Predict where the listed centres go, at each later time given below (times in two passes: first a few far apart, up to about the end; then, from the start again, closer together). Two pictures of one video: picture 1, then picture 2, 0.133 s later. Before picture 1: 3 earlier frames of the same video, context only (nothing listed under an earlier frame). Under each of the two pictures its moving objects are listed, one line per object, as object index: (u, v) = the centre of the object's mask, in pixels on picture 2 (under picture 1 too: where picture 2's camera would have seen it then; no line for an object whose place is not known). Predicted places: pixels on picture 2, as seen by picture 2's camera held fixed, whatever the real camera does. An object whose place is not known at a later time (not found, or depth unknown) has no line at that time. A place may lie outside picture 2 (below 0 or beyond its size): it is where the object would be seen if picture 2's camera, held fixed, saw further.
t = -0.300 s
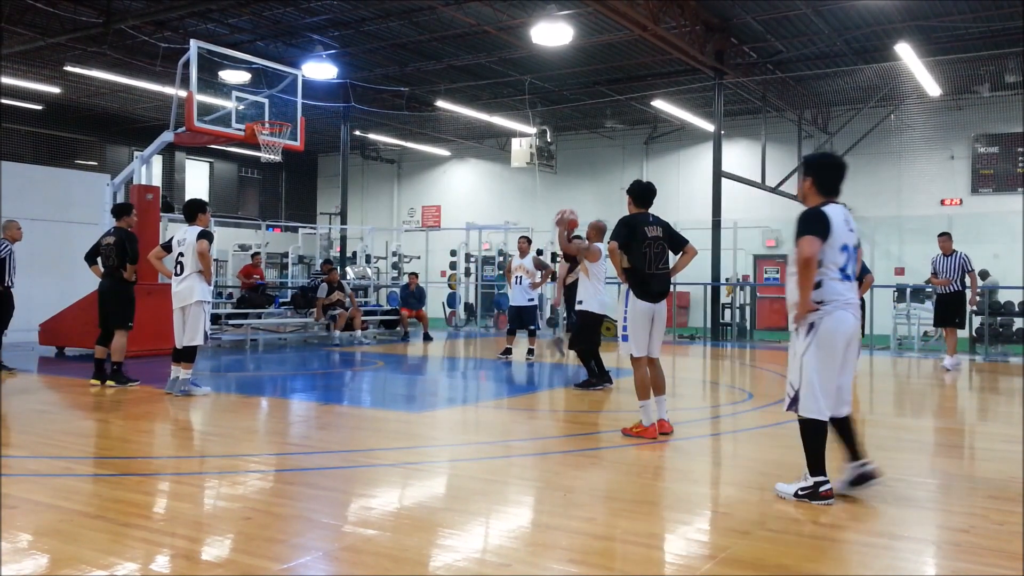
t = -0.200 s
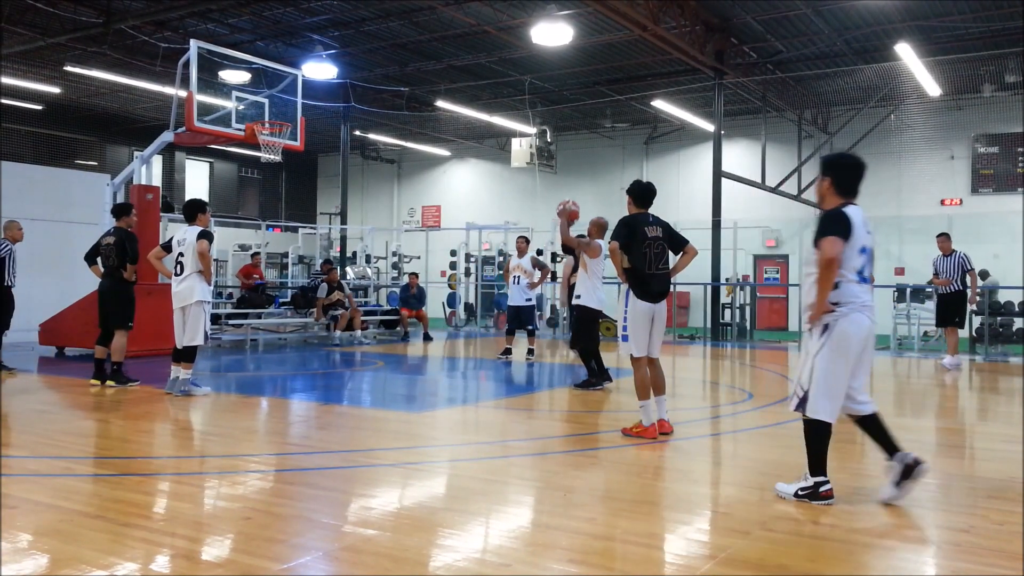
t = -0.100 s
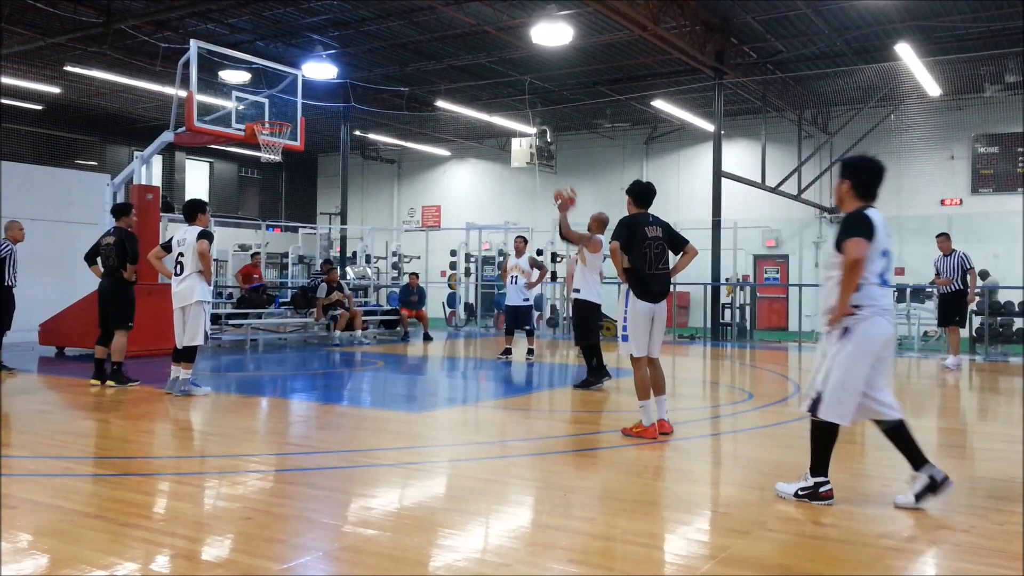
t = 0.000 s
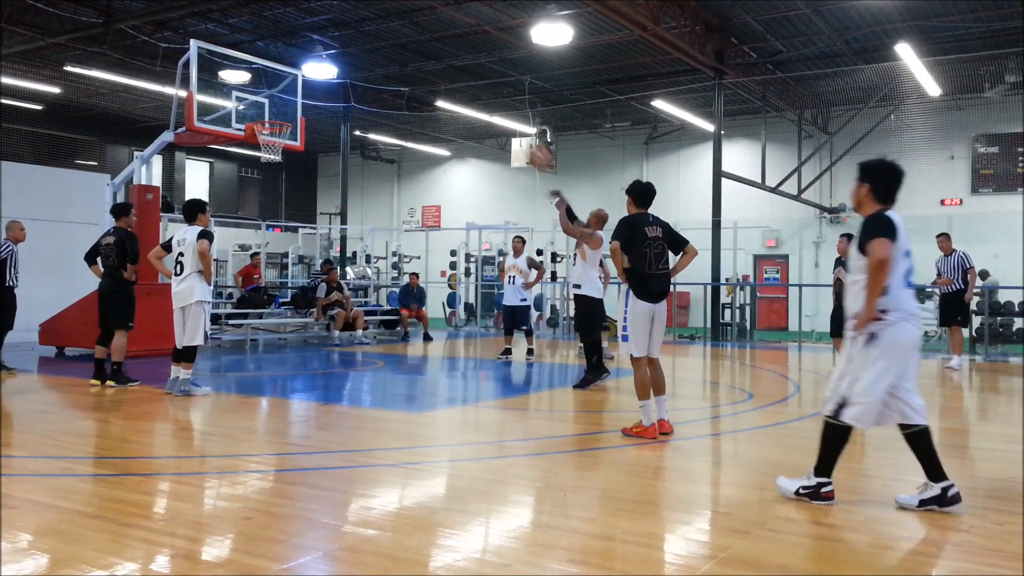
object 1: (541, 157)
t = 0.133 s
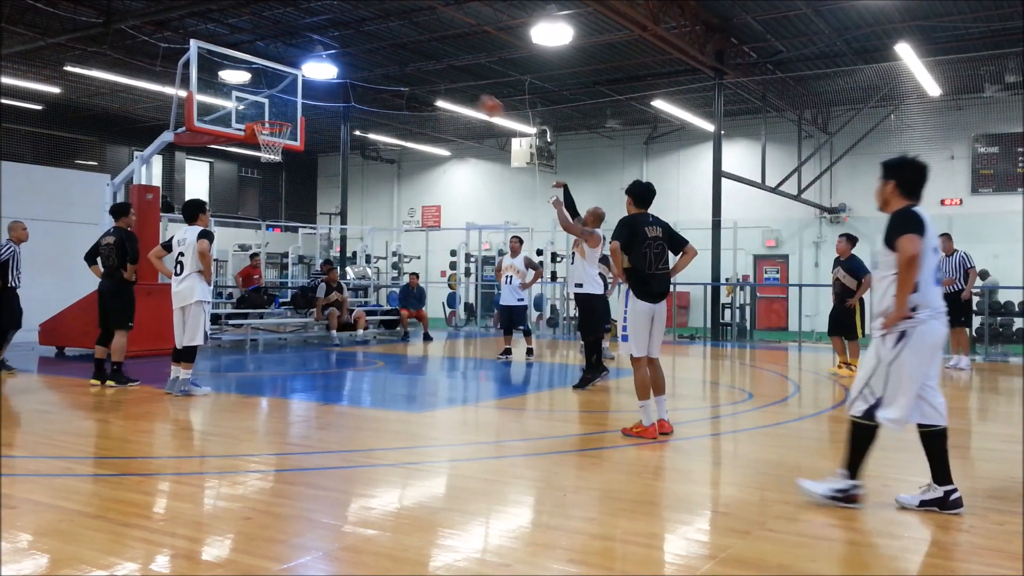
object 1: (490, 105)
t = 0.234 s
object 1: (456, 84)
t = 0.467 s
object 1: (384, 61)
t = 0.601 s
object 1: (347, 67)
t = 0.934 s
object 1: (269, 135)
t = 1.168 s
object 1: (279, 139)
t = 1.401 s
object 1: (290, 164)
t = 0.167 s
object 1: (480, 98)
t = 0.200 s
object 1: (467, 90)
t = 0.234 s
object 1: (456, 84)
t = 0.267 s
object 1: (446, 77)
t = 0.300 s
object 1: (435, 73)
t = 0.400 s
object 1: (404, 62)
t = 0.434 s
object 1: (394, 61)
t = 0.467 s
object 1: (384, 61)
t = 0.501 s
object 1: (374, 61)
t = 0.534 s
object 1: (364, 63)
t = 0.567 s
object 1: (355, 65)
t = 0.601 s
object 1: (347, 67)
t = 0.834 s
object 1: (282, 110)
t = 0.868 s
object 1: (275, 116)
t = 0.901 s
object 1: (270, 129)
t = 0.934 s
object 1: (269, 135)
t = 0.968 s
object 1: (271, 145)
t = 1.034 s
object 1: (275, 144)
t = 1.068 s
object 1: (276, 142)
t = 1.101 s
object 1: (278, 139)
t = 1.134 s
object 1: (279, 137)
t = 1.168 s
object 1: (279, 139)
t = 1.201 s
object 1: (281, 142)
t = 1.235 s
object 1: (281, 143)
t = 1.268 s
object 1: (283, 145)
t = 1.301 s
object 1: (286, 149)
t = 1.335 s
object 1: (287, 152)
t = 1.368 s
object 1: (290, 159)
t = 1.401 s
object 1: (290, 164)
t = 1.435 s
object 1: (291, 171)
